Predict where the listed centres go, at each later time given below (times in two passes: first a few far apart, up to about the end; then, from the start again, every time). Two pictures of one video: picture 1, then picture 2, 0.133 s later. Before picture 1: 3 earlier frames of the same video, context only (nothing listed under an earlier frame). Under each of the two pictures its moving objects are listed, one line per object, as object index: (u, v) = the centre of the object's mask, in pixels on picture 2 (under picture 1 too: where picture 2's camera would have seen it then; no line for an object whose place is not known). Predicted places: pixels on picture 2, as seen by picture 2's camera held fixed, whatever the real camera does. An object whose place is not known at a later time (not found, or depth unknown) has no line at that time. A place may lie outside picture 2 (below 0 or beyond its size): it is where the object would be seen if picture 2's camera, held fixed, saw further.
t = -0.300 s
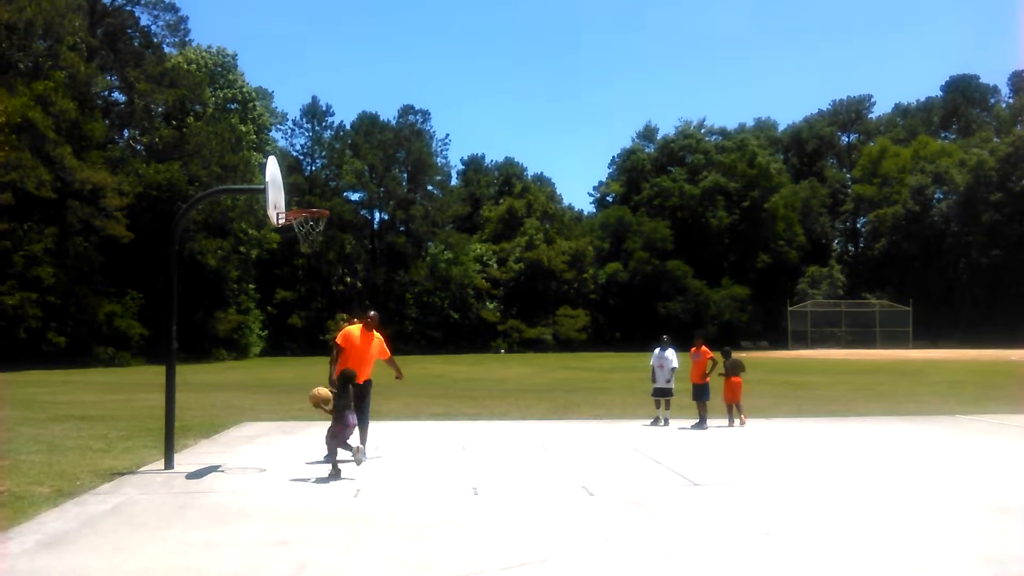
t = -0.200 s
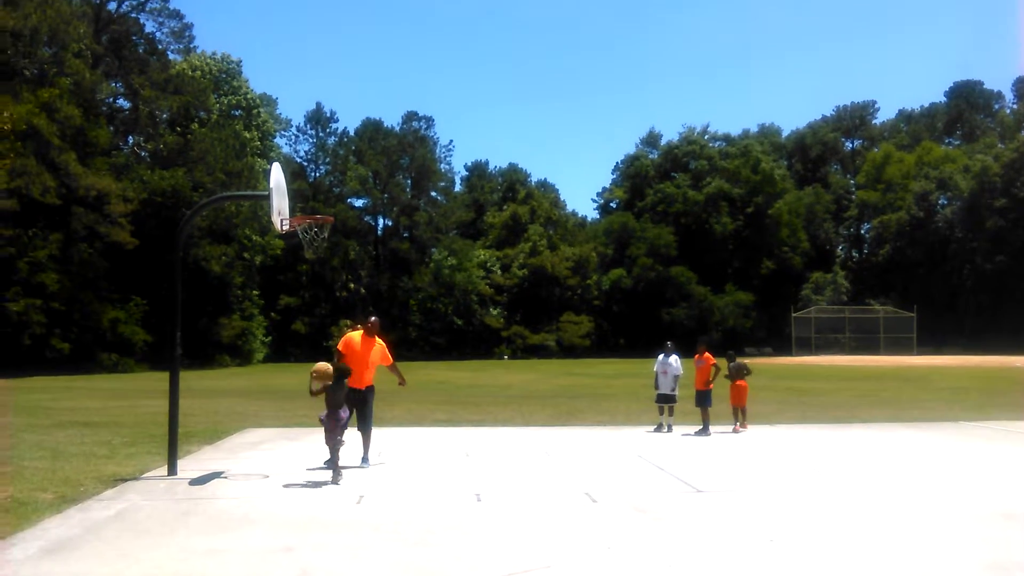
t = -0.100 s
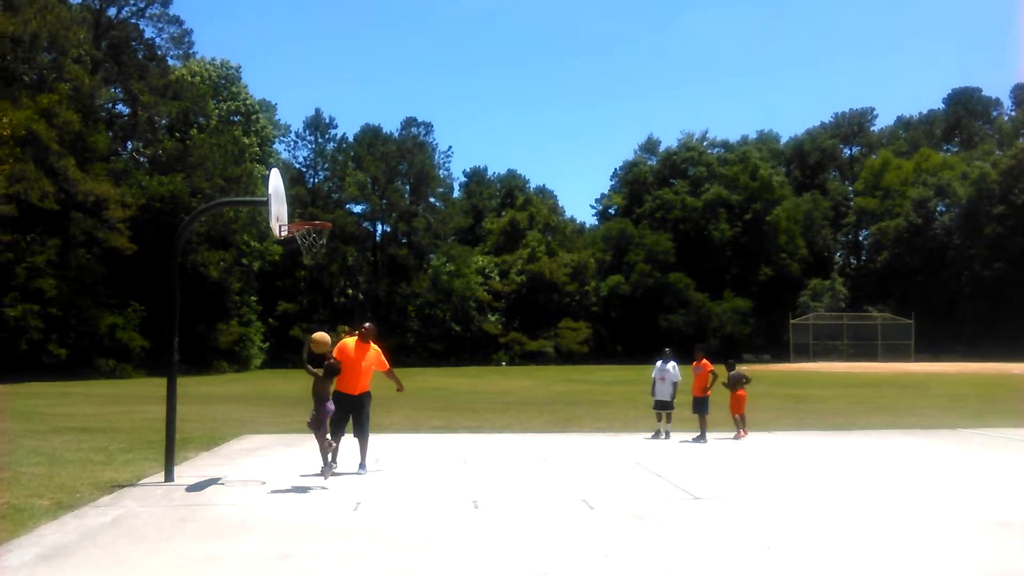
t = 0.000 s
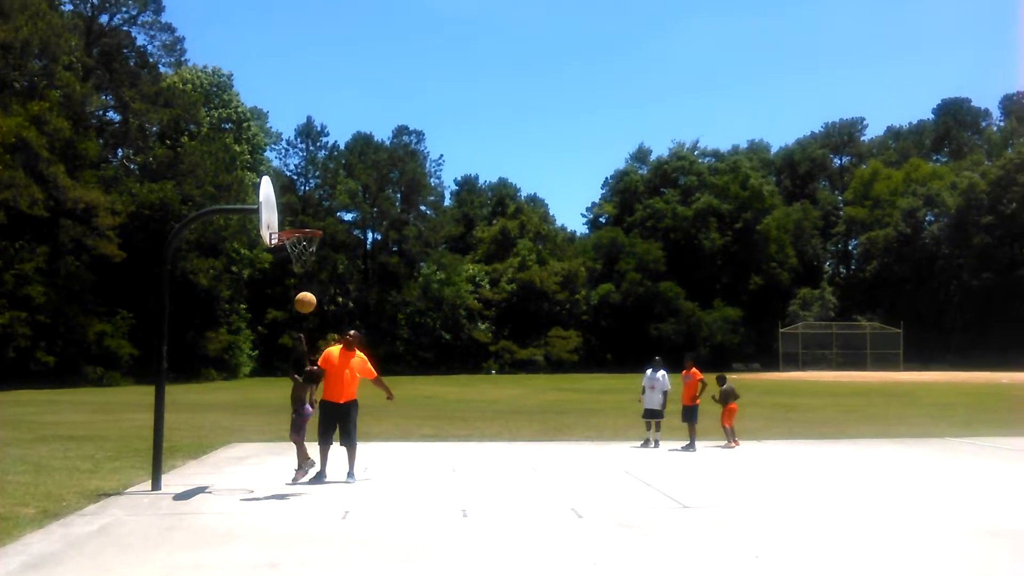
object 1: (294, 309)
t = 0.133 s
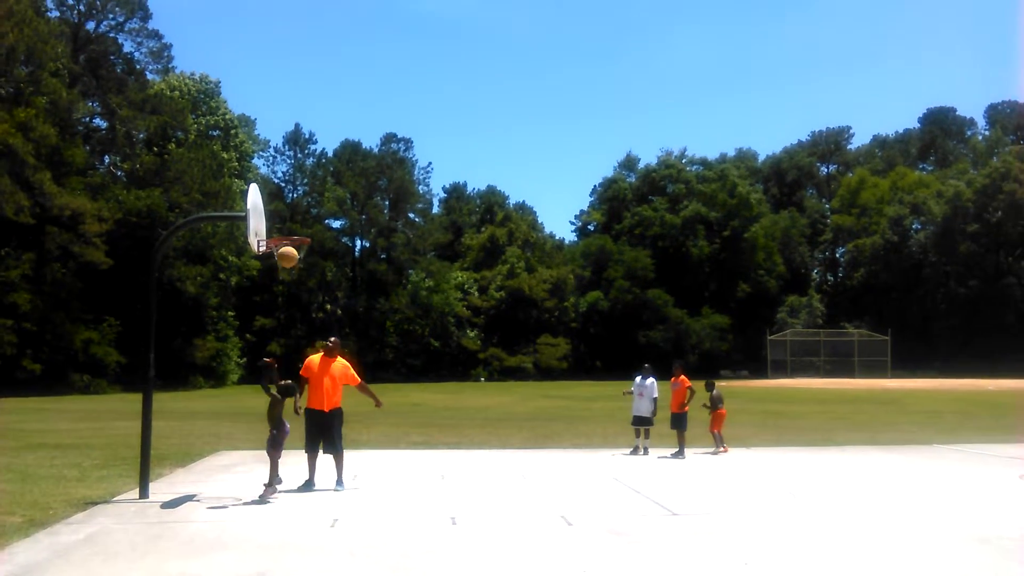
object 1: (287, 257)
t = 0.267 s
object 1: (281, 220)
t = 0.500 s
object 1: (271, 193)
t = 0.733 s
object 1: (268, 208)
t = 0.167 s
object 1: (286, 246)
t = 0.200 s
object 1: (285, 236)
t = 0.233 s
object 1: (283, 228)
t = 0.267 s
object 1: (281, 220)
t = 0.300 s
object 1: (279, 213)
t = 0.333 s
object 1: (278, 208)
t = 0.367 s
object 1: (276, 203)
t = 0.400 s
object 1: (276, 199)
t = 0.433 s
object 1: (274, 196)
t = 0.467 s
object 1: (272, 194)
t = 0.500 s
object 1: (271, 193)
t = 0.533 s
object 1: (269, 193)
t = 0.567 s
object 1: (268, 193)
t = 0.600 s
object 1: (266, 194)
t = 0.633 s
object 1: (264, 197)
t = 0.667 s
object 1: (264, 200)
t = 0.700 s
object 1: (266, 203)
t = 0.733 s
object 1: (268, 208)
